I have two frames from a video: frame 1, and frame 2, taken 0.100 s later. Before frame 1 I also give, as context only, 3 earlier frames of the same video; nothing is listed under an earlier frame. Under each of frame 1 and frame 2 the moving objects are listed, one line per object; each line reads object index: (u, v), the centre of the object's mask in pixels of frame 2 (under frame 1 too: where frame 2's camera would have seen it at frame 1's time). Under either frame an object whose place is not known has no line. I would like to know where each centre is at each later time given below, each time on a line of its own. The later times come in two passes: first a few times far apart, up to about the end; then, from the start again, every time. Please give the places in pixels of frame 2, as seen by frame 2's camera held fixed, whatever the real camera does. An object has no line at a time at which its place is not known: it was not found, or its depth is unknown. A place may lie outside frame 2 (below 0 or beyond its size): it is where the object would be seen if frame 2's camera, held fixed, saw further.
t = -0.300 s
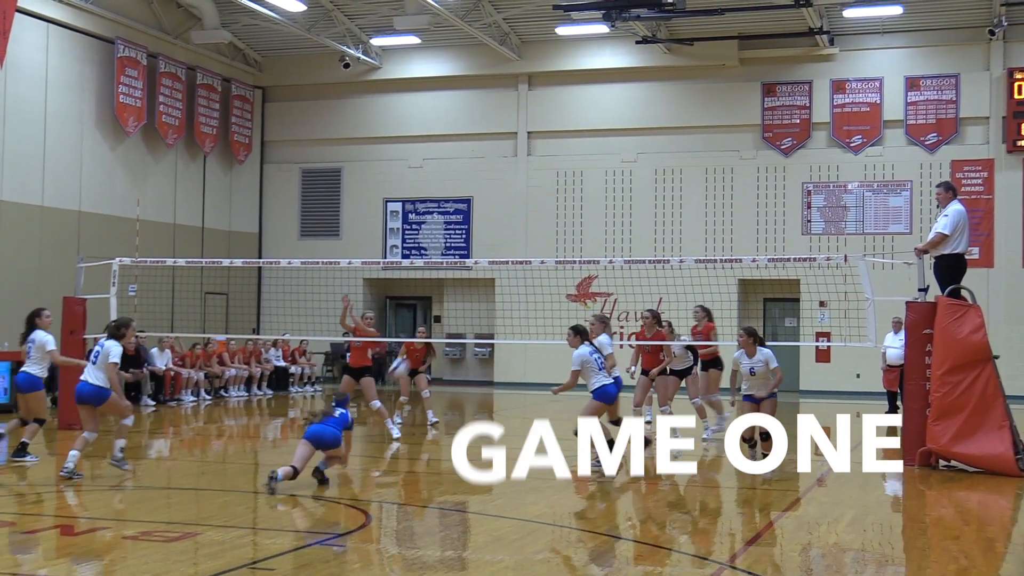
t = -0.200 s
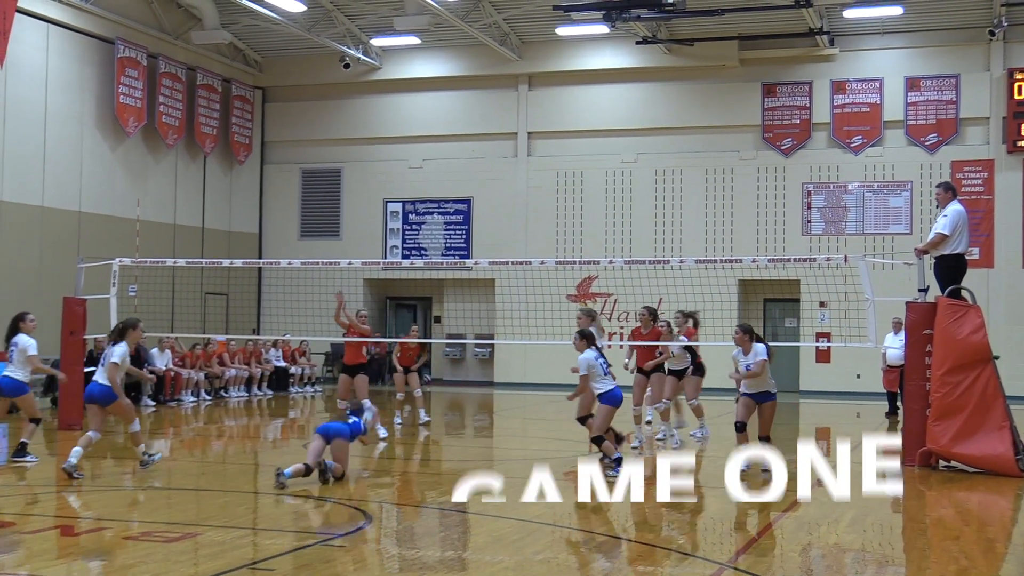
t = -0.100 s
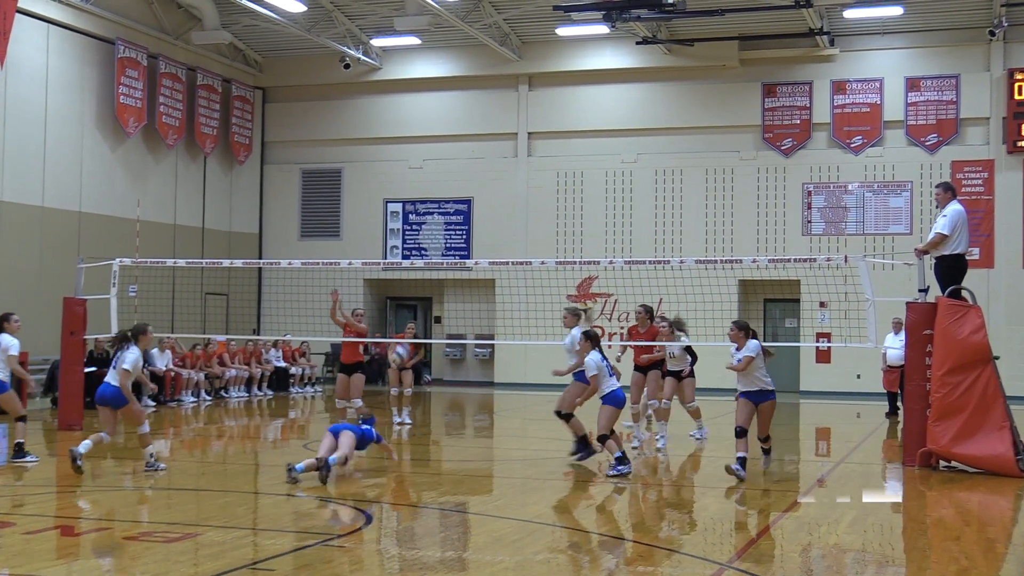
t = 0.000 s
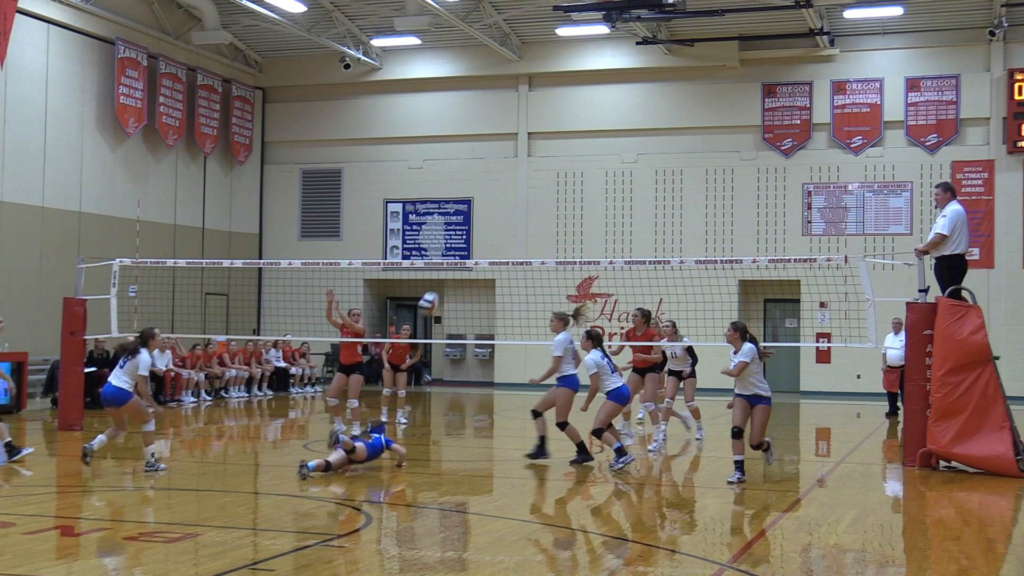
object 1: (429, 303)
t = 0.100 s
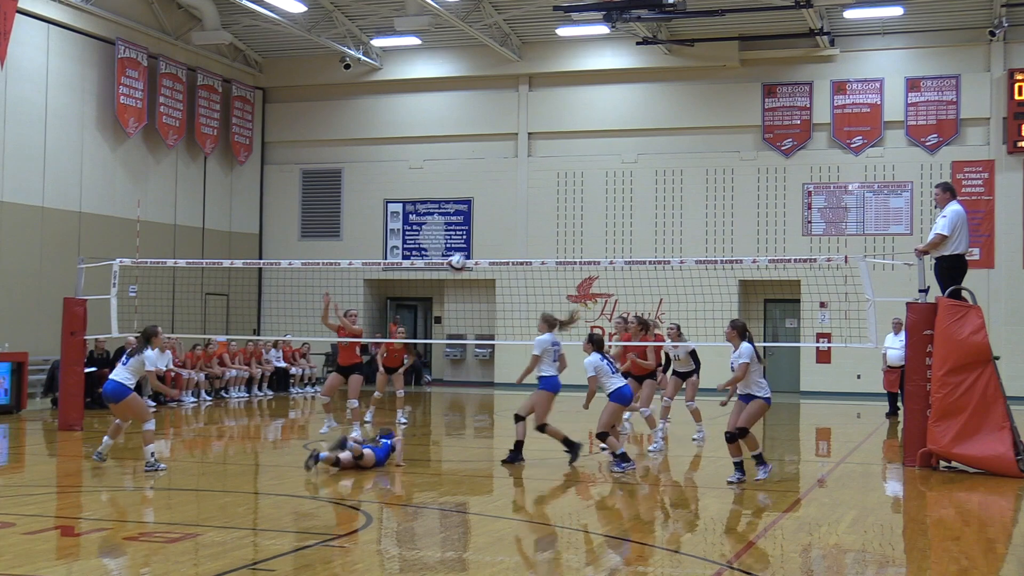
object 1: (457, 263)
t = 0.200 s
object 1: (482, 234)
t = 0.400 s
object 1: (529, 203)
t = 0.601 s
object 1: (571, 204)
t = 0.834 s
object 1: (616, 241)
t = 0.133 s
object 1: (464, 252)
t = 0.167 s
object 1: (474, 242)
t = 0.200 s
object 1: (482, 234)
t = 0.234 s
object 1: (490, 227)
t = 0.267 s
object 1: (498, 220)
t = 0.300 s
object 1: (506, 214)
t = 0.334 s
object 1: (513, 209)
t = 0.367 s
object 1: (521, 206)
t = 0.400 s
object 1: (529, 203)
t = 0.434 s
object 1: (536, 201)
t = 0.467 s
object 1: (543, 200)
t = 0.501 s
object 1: (550, 200)
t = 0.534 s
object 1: (558, 201)
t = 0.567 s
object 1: (565, 202)
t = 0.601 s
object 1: (571, 204)
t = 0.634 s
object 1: (578, 207)
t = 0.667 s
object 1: (584, 211)
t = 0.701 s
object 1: (591, 216)
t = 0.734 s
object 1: (597, 221)
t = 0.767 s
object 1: (603, 228)
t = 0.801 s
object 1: (610, 234)
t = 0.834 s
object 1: (616, 241)
